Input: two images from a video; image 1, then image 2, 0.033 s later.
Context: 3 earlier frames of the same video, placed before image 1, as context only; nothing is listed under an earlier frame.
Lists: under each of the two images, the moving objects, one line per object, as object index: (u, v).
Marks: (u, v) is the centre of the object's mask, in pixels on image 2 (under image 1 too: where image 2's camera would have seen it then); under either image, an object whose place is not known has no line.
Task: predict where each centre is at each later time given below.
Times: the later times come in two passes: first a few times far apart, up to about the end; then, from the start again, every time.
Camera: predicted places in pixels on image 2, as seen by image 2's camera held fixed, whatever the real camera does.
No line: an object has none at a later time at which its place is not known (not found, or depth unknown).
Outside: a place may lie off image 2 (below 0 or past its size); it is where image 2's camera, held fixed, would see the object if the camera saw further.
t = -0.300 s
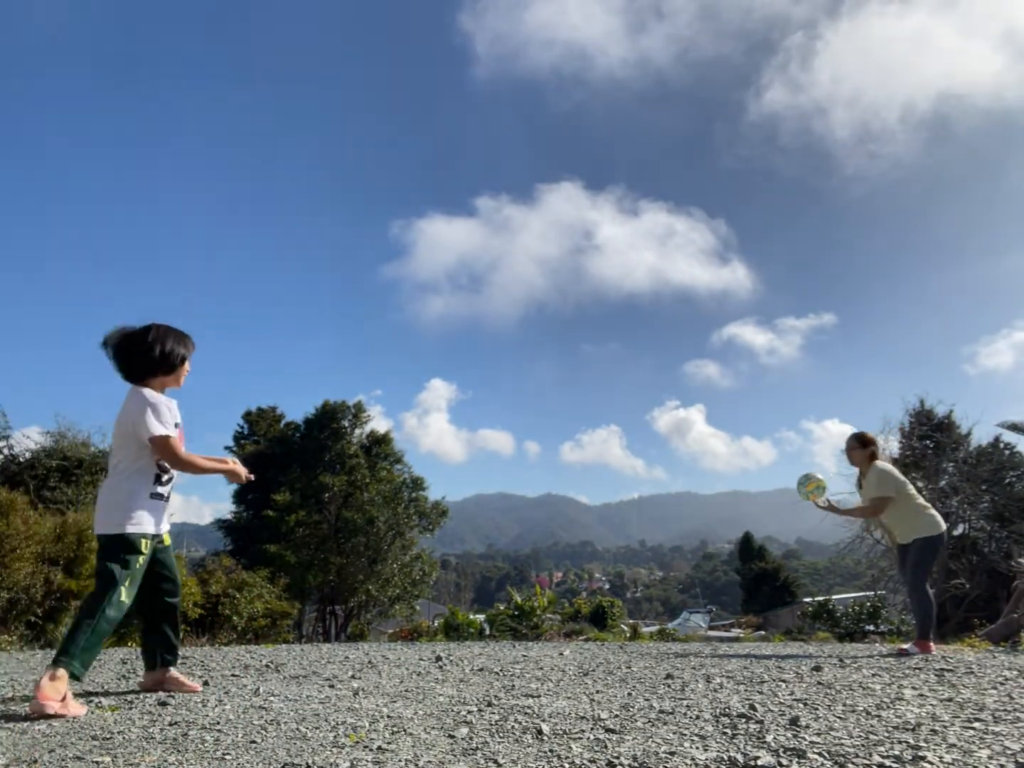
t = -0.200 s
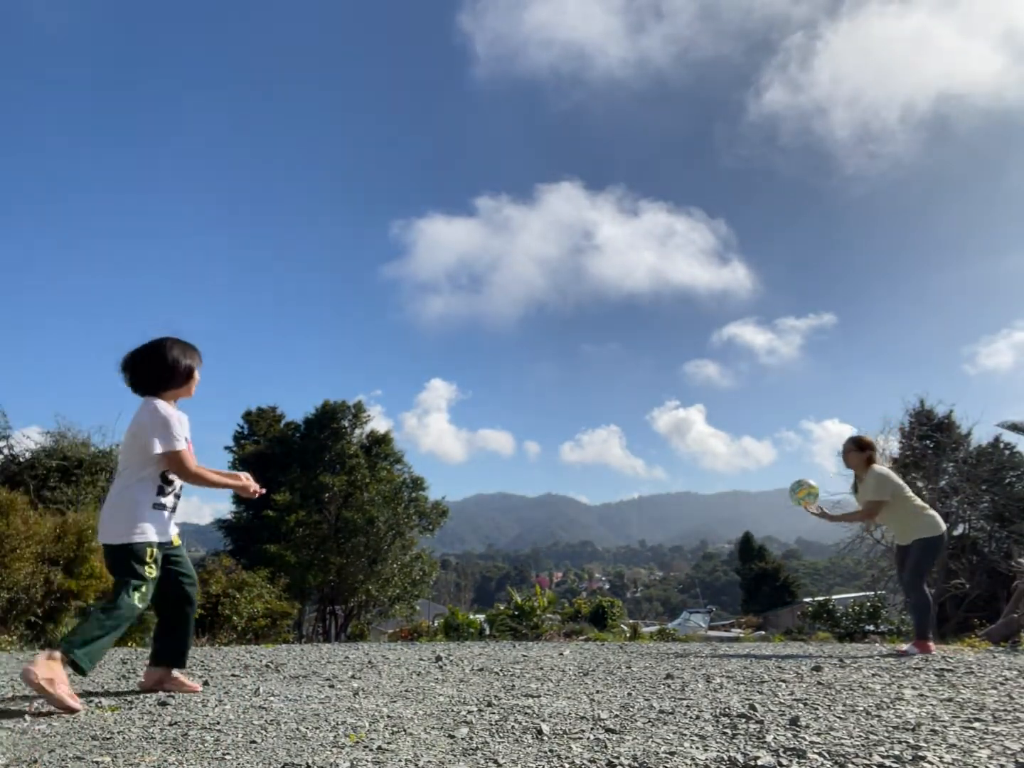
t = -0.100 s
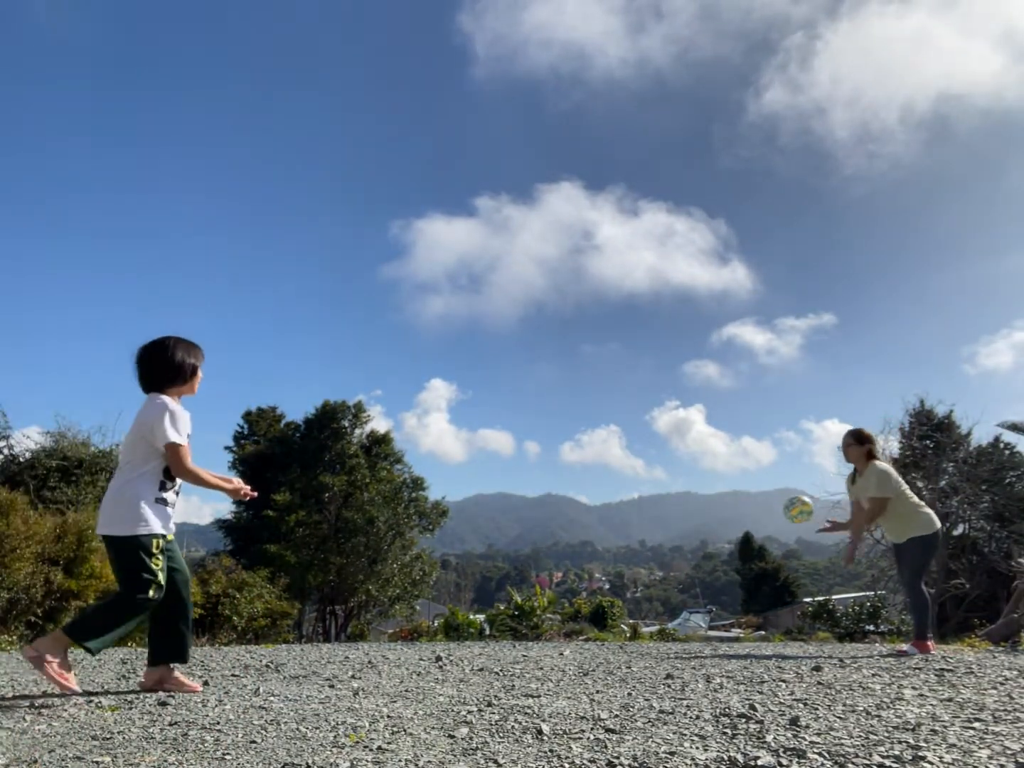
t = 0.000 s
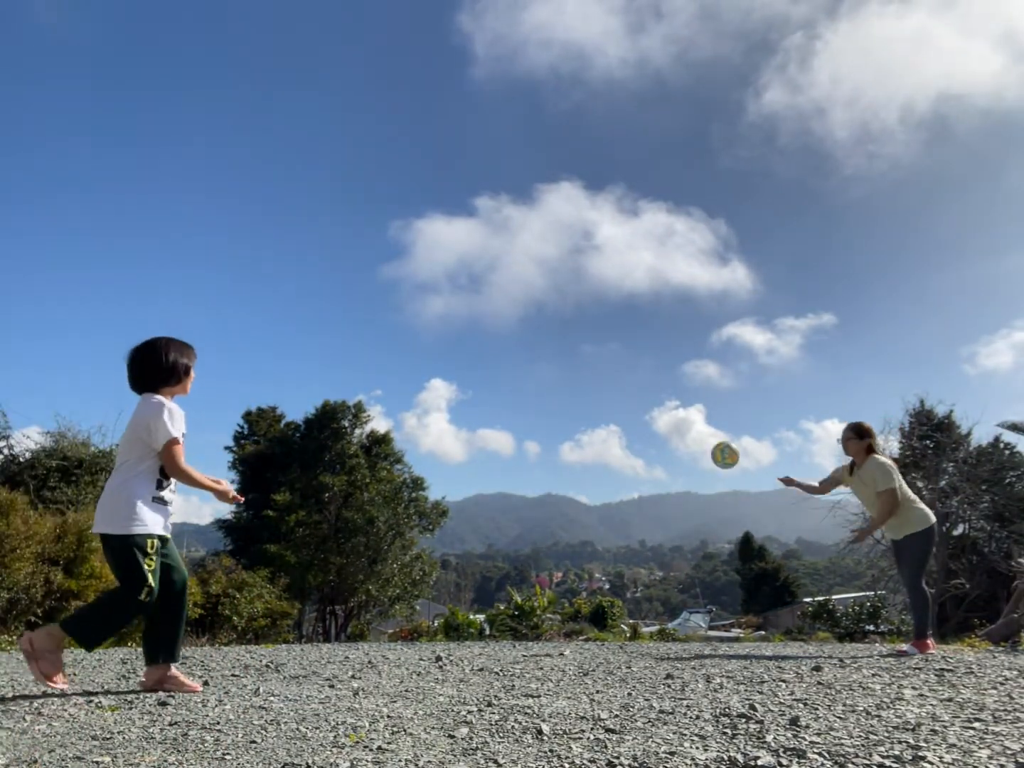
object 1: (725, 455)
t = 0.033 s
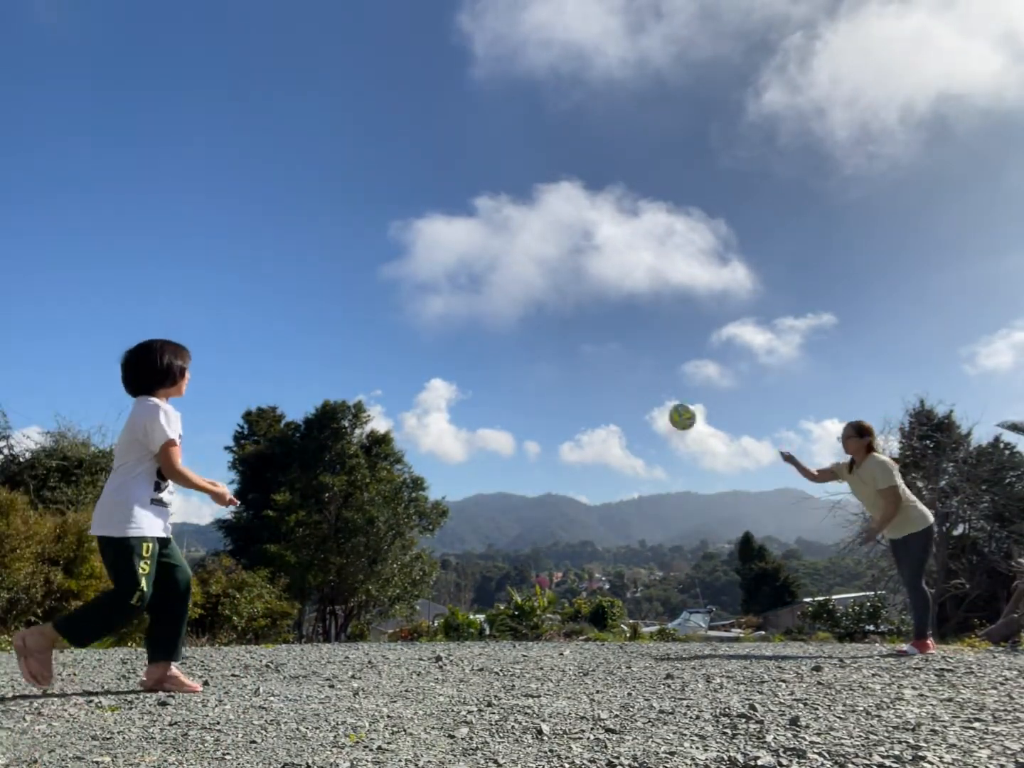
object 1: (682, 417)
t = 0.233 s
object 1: (507, 254)
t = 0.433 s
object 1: (389, 179)
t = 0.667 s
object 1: (272, 170)
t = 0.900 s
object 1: (169, 229)
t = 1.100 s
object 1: (91, 326)
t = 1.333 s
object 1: (12, 486)
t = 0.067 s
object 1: (645, 382)
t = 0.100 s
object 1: (613, 350)
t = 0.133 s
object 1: (583, 322)
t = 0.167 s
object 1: (555, 297)
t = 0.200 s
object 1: (531, 274)
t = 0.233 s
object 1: (507, 254)
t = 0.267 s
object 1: (485, 236)
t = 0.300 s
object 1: (465, 220)
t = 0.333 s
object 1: (445, 207)
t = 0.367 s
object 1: (426, 196)
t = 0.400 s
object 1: (407, 186)
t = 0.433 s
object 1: (389, 179)
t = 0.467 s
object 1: (372, 173)
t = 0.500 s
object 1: (354, 168)
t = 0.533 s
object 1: (337, 166)
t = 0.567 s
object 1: (320, 164)
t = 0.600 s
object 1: (304, 165)
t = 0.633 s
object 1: (288, 167)
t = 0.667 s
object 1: (272, 170)
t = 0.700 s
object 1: (257, 175)
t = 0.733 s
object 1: (242, 181)
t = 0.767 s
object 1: (226, 189)
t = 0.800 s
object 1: (212, 197)
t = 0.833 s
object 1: (198, 206)
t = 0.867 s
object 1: (184, 217)
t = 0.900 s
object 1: (169, 229)
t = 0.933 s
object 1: (156, 242)
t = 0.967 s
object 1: (143, 257)
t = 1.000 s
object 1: (129, 273)
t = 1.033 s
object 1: (117, 289)
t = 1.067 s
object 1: (104, 308)
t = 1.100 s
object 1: (91, 326)
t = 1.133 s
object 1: (79, 347)
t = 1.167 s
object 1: (66, 367)
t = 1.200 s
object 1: (55, 389)
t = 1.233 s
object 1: (43, 412)
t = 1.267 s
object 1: (32, 435)
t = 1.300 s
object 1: (21, 460)
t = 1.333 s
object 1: (12, 486)
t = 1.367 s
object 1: (7, 512)
